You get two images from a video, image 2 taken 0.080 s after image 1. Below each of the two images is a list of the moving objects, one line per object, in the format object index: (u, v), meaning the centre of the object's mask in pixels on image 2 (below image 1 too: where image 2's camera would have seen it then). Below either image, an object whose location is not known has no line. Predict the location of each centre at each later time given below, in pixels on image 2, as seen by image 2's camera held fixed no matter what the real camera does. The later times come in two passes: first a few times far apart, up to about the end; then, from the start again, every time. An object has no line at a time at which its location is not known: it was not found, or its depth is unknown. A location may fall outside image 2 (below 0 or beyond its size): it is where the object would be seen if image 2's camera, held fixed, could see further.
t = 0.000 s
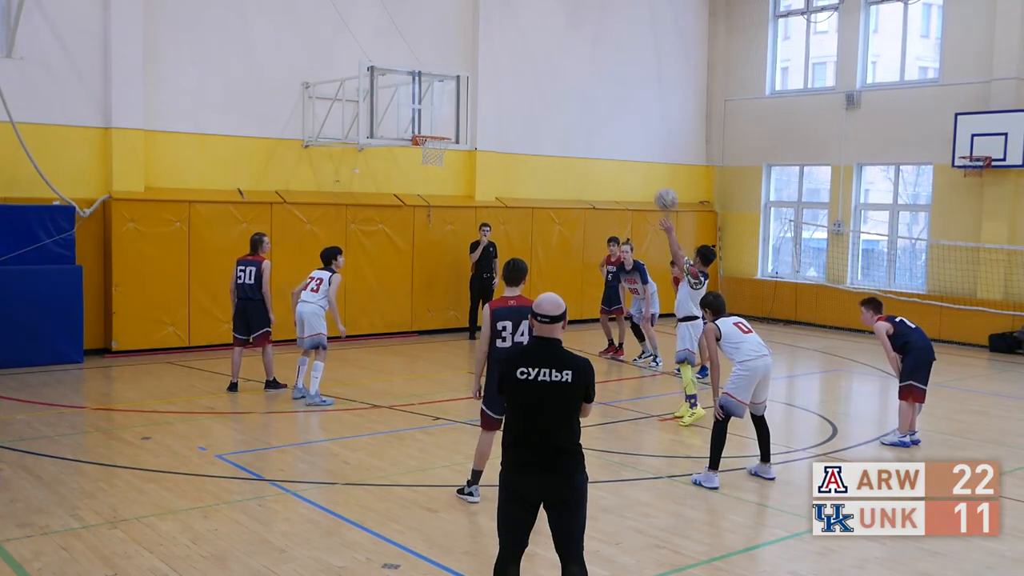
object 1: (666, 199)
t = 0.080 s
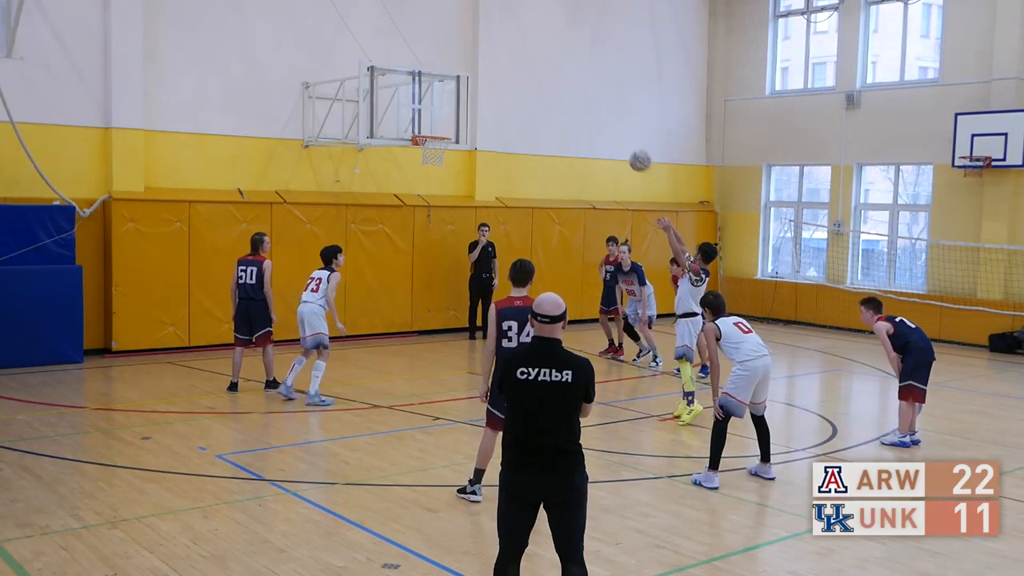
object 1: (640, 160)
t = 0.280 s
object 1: (580, 95)
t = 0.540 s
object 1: (510, 68)
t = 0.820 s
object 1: (444, 99)
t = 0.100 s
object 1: (633, 152)
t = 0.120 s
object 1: (627, 144)
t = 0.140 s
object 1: (621, 136)
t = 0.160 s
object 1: (615, 129)
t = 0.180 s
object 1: (609, 122)
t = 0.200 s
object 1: (603, 116)
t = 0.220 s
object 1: (597, 111)
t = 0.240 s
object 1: (592, 104)
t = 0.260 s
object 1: (586, 100)
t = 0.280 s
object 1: (580, 95)
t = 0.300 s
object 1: (575, 91)
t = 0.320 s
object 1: (569, 87)
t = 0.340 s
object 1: (563, 83)
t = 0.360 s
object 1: (558, 80)
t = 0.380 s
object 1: (552, 78)
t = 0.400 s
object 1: (547, 75)
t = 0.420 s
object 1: (541, 73)
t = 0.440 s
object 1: (536, 71)
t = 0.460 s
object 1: (531, 70)
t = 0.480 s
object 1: (525, 69)
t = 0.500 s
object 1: (520, 68)
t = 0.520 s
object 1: (515, 68)
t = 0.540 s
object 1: (510, 68)
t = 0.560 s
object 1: (505, 68)
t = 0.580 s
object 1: (500, 69)
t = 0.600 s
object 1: (495, 69)
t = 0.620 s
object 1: (491, 70)
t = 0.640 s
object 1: (486, 72)
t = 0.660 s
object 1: (481, 74)
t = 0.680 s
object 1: (477, 76)
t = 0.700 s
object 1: (472, 79)
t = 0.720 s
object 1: (468, 82)
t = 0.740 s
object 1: (463, 84)
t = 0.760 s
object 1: (458, 87)
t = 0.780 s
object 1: (453, 91)
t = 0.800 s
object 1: (449, 95)
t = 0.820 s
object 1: (444, 99)
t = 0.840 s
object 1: (440, 103)
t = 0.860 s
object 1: (436, 107)
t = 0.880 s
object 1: (431, 112)
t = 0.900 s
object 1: (428, 117)
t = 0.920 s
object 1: (424, 122)
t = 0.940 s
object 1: (419, 127)
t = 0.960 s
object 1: (419, 124)
